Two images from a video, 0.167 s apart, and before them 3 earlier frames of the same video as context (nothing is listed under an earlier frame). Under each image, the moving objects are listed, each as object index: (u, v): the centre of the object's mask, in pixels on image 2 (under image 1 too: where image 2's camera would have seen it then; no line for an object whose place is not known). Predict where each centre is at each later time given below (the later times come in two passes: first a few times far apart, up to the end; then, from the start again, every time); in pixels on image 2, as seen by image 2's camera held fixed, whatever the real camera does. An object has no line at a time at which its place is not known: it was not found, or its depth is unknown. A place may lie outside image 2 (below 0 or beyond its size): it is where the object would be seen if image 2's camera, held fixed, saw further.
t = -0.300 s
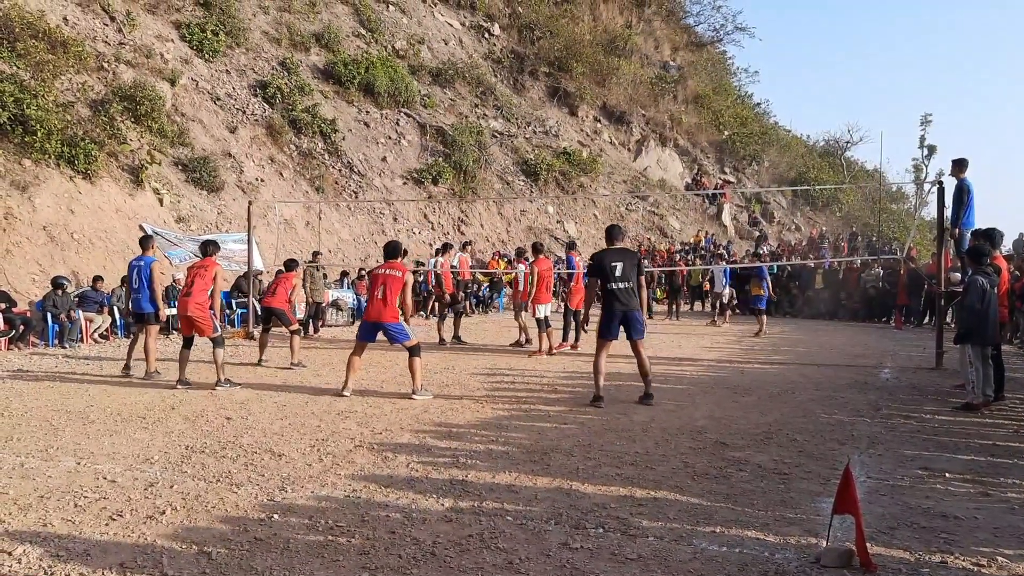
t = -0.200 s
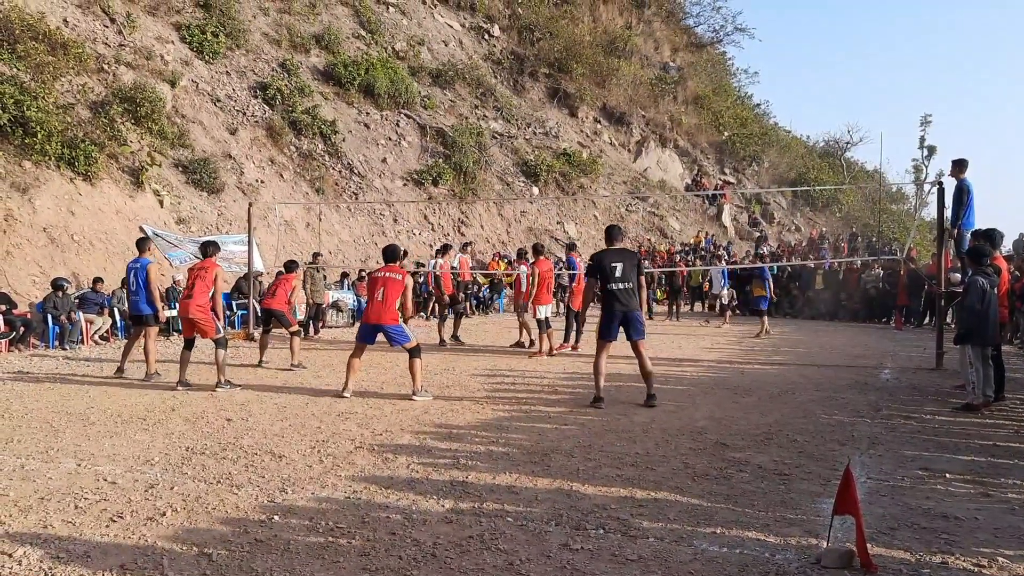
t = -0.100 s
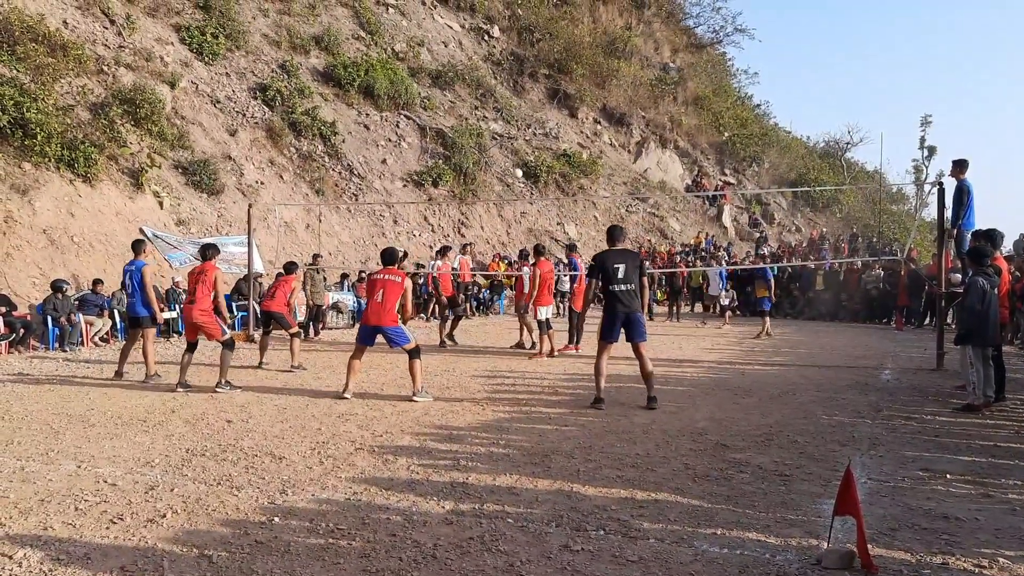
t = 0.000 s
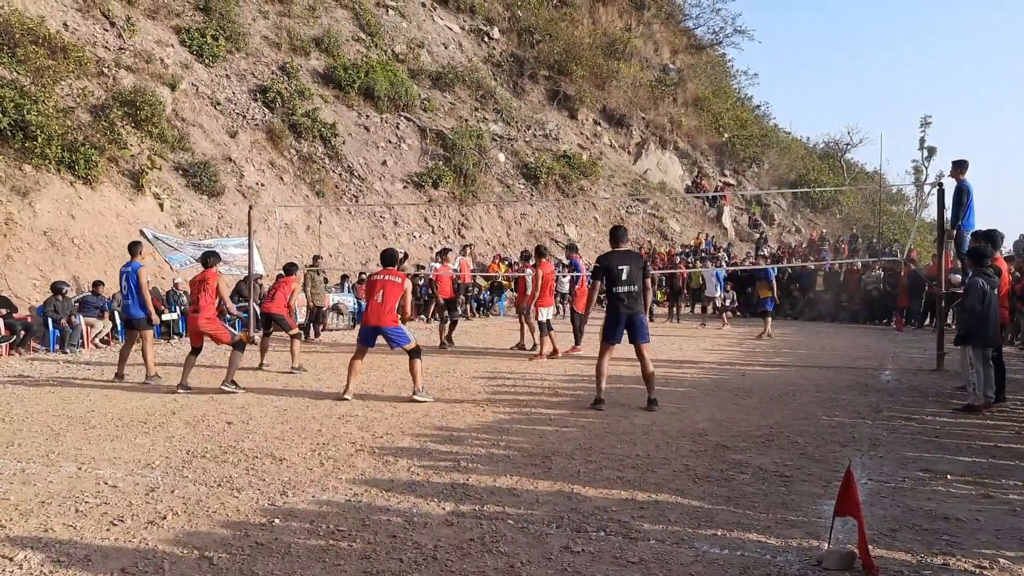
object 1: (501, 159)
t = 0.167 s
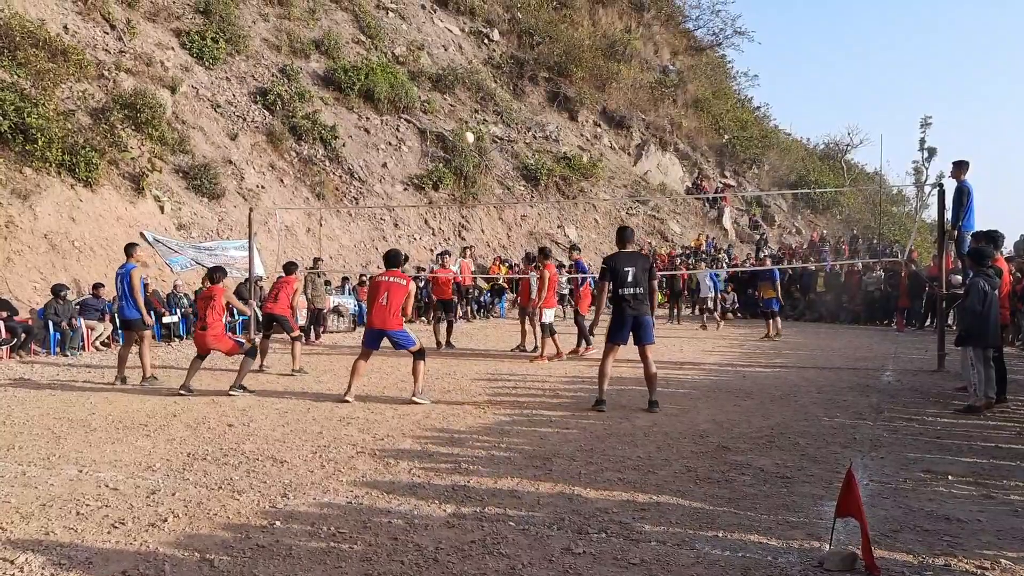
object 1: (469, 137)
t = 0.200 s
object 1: (463, 134)
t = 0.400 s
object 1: (418, 124)
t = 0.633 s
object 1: (341, 146)
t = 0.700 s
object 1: (313, 160)
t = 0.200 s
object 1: (463, 134)
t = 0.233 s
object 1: (456, 132)
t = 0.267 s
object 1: (449, 129)
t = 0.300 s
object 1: (441, 127)
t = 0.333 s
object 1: (433, 126)
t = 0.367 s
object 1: (426, 125)
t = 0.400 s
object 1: (418, 124)
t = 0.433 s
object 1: (408, 125)
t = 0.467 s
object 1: (399, 126)
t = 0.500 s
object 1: (389, 128)
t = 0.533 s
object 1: (378, 131)
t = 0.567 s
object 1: (367, 135)
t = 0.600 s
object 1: (354, 140)
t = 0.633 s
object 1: (341, 146)
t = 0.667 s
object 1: (328, 152)
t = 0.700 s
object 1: (313, 160)
